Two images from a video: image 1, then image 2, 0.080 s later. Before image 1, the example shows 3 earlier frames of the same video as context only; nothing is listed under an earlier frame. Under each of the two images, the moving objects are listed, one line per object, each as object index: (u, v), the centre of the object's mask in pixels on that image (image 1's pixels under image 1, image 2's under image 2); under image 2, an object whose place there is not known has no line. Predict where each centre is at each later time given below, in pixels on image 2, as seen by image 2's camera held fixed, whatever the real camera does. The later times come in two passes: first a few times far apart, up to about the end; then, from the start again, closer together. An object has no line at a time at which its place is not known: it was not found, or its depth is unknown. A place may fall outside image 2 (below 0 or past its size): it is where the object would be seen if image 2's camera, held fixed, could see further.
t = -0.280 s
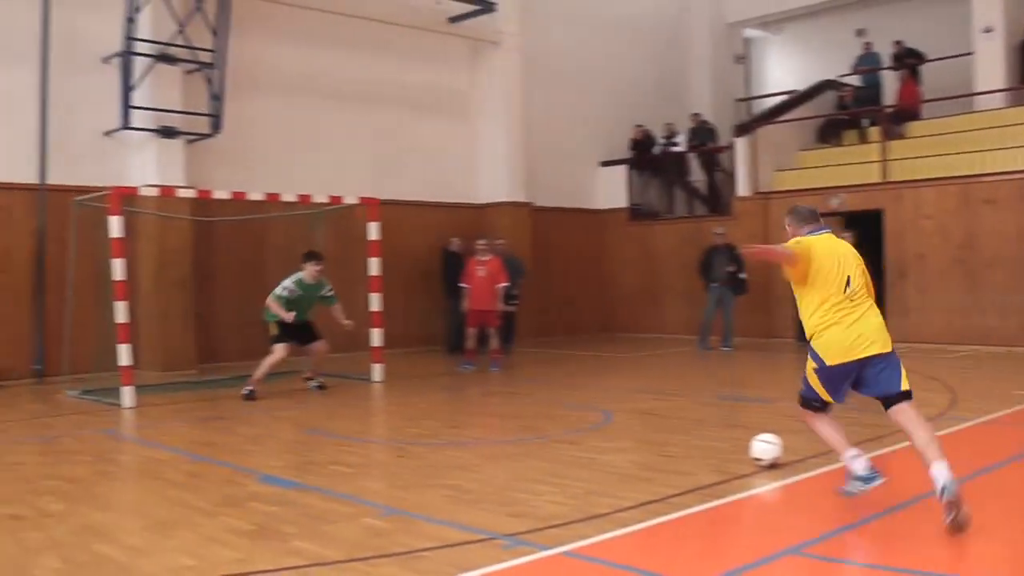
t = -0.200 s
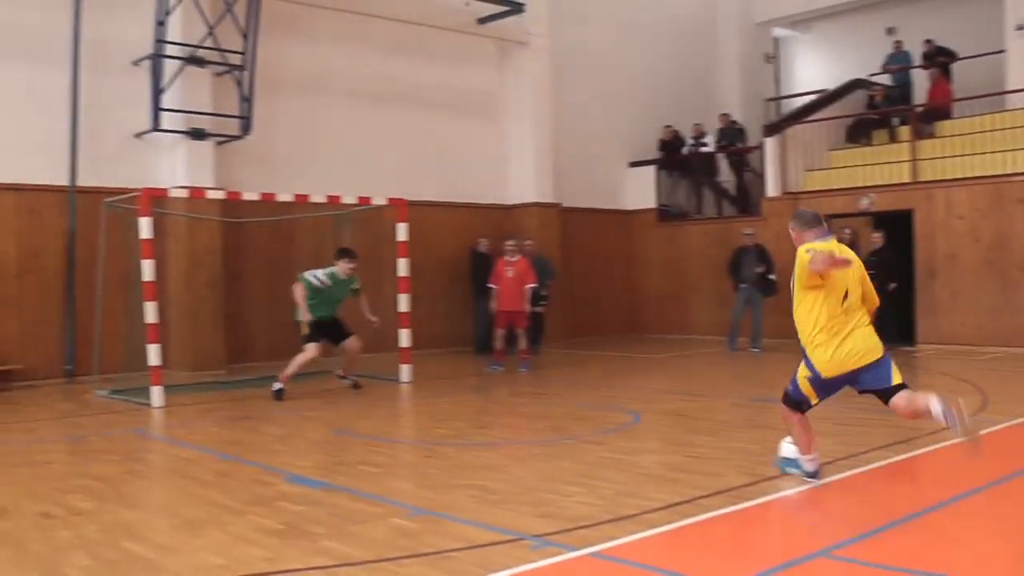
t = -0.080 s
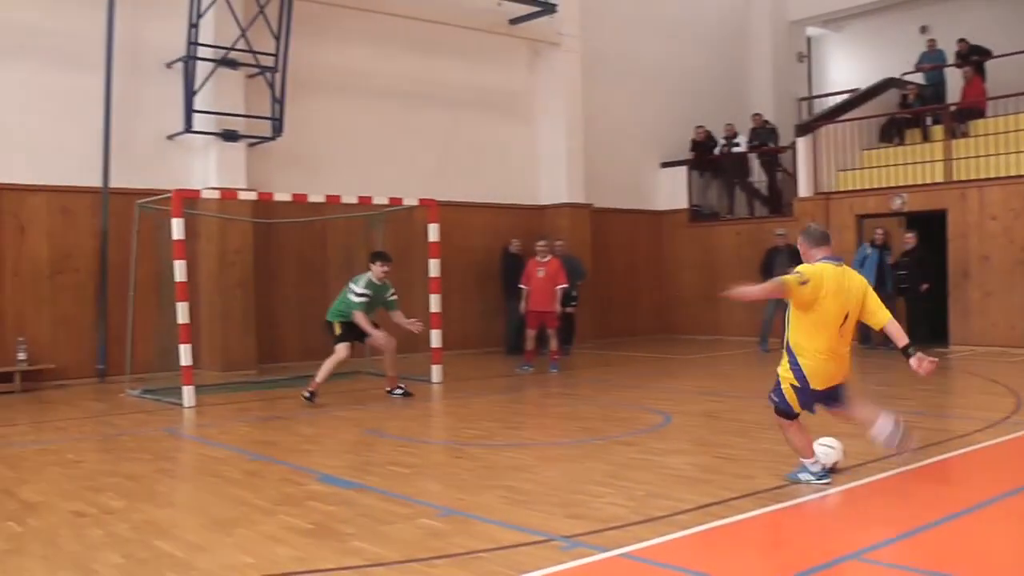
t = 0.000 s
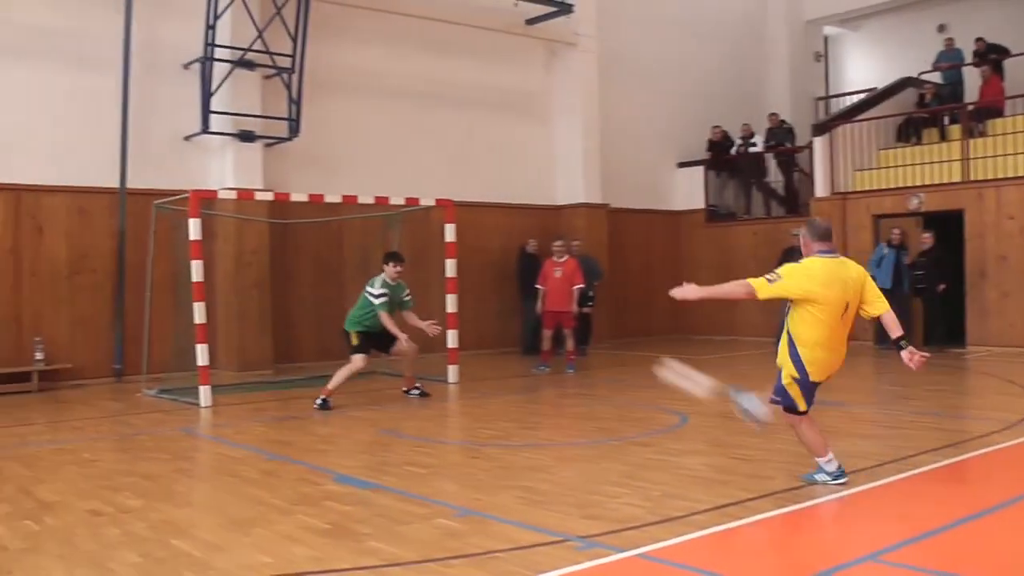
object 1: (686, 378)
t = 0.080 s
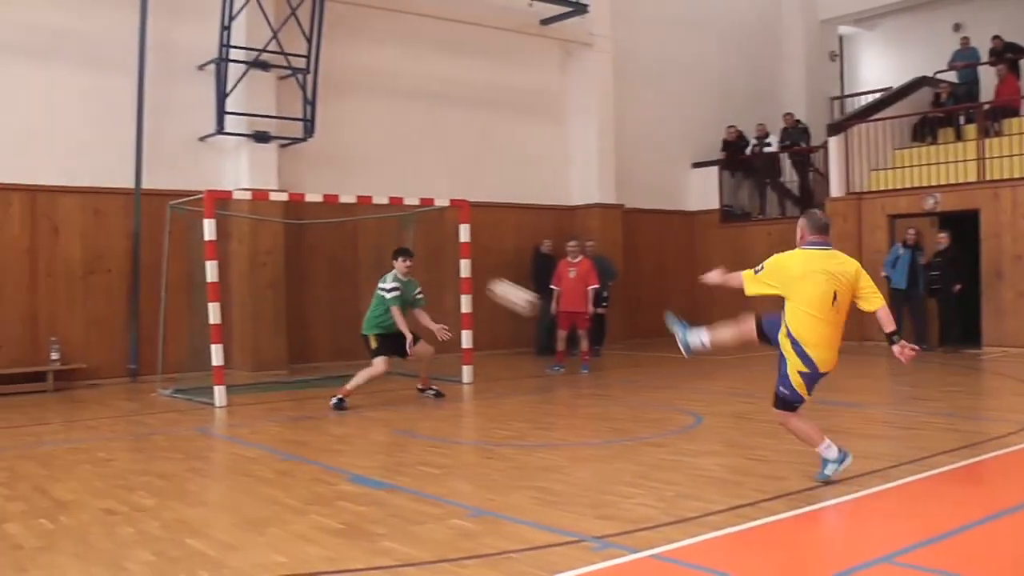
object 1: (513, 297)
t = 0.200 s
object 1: (322, 217)
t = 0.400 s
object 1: (224, 294)
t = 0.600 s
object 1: (227, 363)
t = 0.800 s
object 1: (269, 352)
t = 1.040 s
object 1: (322, 379)
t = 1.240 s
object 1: (358, 382)
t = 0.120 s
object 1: (439, 264)
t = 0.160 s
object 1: (378, 239)
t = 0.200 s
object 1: (322, 217)
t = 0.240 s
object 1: (283, 214)
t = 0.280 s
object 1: (258, 232)
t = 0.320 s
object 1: (244, 253)
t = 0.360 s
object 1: (231, 273)
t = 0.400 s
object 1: (224, 294)
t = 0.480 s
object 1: (204, 339)
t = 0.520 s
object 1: (204, 362)
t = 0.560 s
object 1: (208, 375)
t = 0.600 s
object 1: (227, 363)
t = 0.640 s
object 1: (232, 358)
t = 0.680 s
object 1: (240, 353)
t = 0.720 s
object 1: (250, 351)
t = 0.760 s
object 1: (259, 351)
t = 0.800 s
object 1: (269, 352)
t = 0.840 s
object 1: (279, 358)
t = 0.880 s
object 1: (288, 363)
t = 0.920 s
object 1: (297, 370)
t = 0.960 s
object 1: (306, 378)
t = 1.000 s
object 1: (315, 382)
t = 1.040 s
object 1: (322, 379)
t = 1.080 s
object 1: (329, 377)
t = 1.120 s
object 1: (337, 376)
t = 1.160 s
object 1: (344, 377)
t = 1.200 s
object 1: (351, 379)
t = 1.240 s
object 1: (358, 382)
